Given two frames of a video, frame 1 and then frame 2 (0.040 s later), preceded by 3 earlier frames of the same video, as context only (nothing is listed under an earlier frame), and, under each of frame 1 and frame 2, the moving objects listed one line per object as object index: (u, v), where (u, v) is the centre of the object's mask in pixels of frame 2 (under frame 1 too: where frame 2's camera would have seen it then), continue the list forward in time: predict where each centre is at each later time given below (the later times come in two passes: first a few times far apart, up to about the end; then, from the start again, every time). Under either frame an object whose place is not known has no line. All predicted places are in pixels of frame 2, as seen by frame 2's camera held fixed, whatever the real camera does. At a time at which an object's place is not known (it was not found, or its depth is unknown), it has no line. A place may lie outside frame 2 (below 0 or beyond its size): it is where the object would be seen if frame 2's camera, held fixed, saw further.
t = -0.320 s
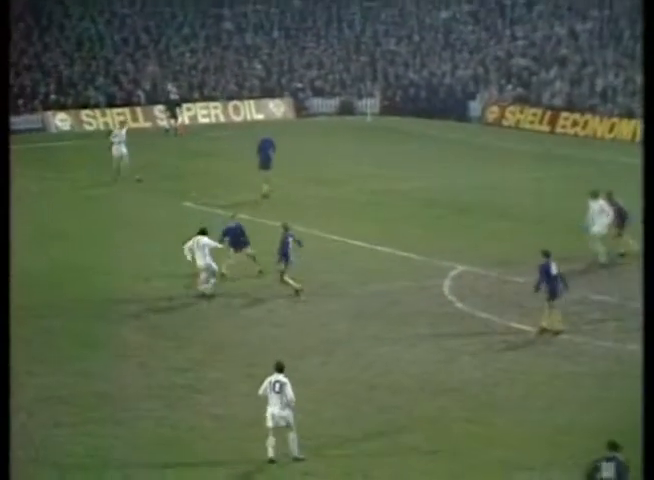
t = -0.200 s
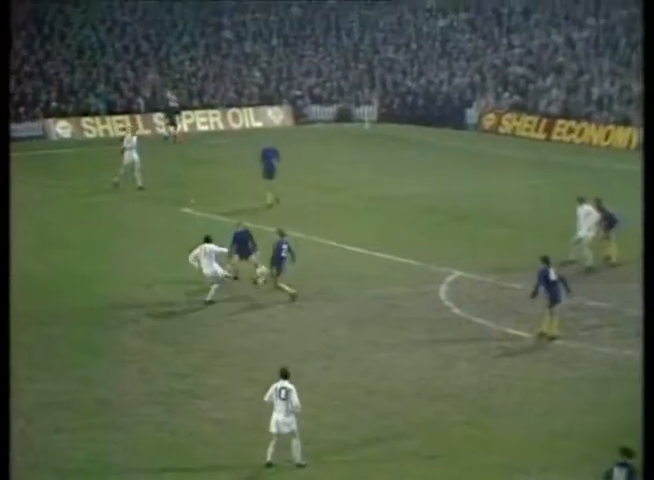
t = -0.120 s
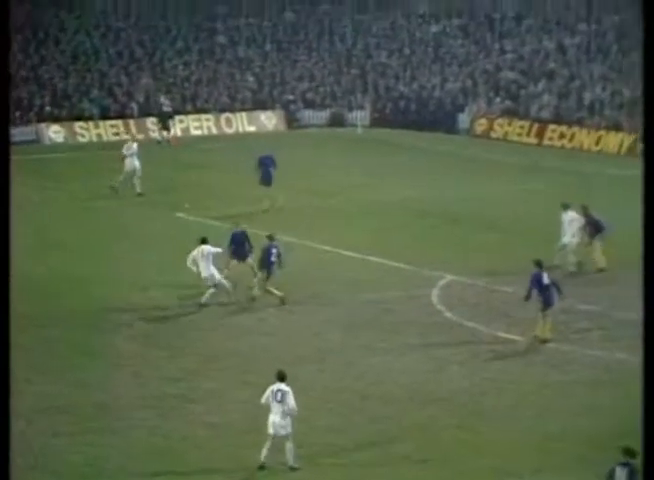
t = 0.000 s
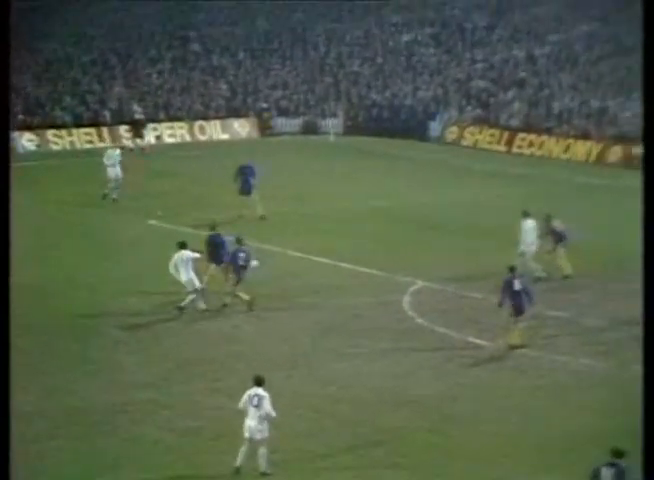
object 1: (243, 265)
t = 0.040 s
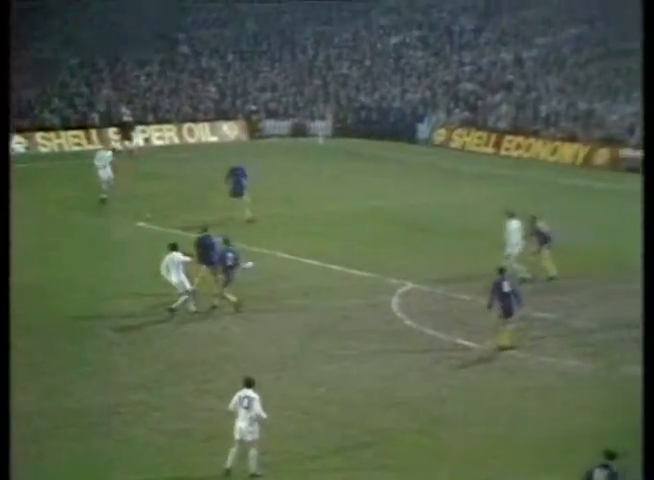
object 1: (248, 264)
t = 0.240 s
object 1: (274, 251)
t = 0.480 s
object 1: (305, 238)
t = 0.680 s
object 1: (320, 229)
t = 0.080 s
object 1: (253, 263)
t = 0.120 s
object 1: (260, 263)
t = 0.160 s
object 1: (265, 261)
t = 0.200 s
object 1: (270, 256)
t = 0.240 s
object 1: (274, 251)
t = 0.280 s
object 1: (279, 247)
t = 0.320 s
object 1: (284, 244)
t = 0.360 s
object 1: (288, 243)
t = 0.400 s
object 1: (293, 240)
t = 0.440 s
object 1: (298, 240)
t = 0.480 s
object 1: (305, 238)
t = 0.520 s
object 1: (308, 239)
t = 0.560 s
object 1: (311, 235)
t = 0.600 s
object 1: (314, 233)
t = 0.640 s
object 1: (317, 231)
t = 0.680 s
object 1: (320, 229)
